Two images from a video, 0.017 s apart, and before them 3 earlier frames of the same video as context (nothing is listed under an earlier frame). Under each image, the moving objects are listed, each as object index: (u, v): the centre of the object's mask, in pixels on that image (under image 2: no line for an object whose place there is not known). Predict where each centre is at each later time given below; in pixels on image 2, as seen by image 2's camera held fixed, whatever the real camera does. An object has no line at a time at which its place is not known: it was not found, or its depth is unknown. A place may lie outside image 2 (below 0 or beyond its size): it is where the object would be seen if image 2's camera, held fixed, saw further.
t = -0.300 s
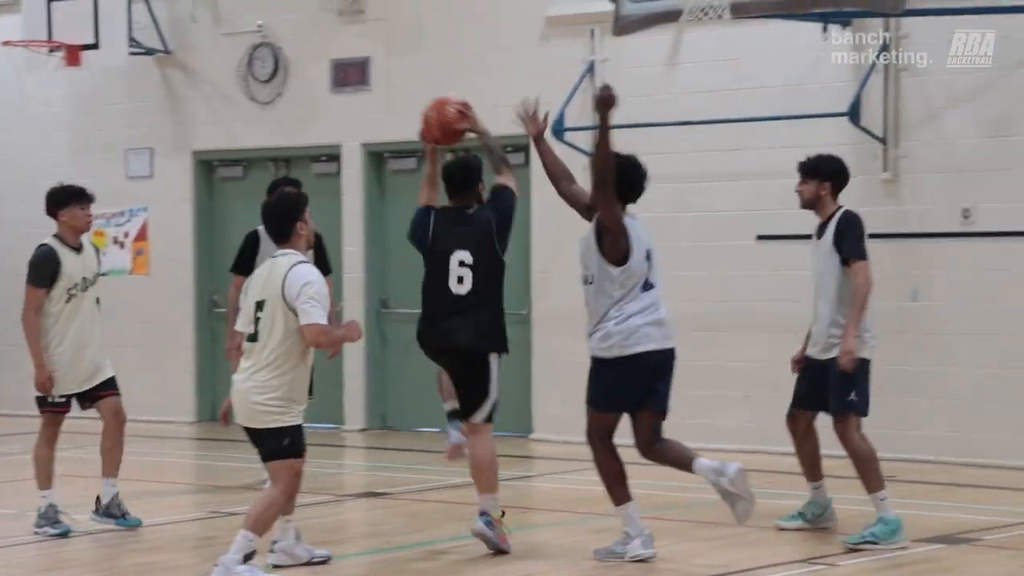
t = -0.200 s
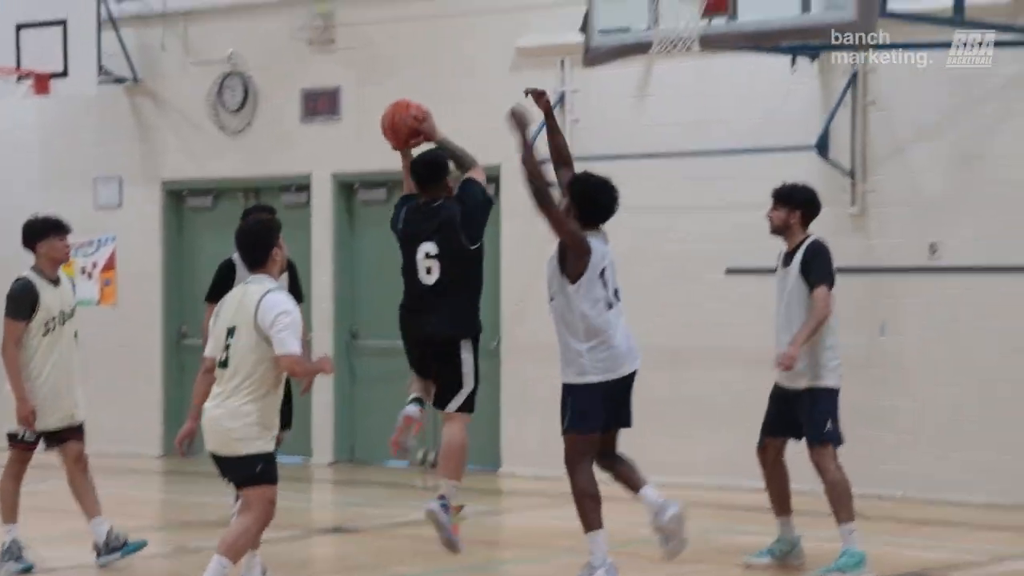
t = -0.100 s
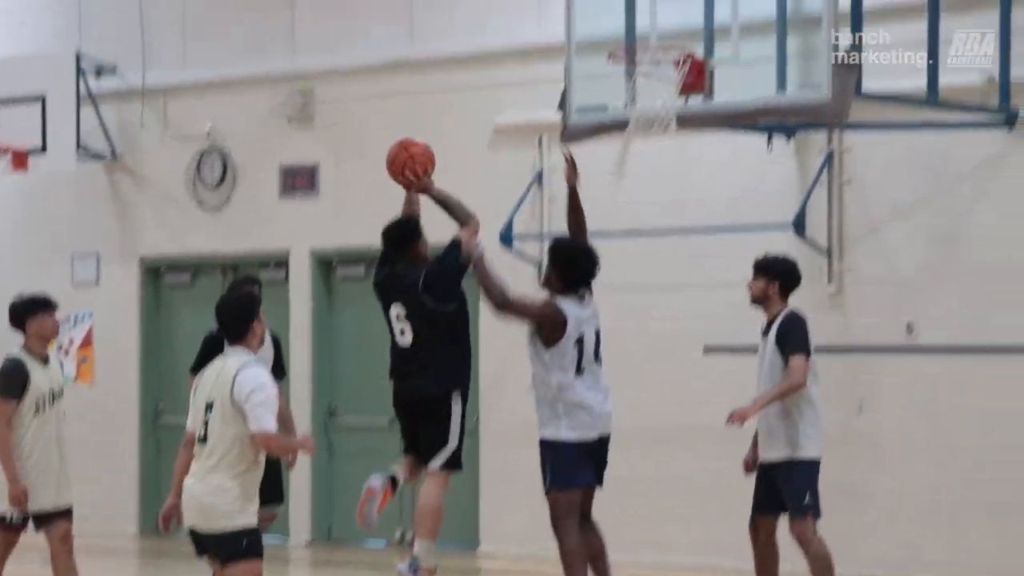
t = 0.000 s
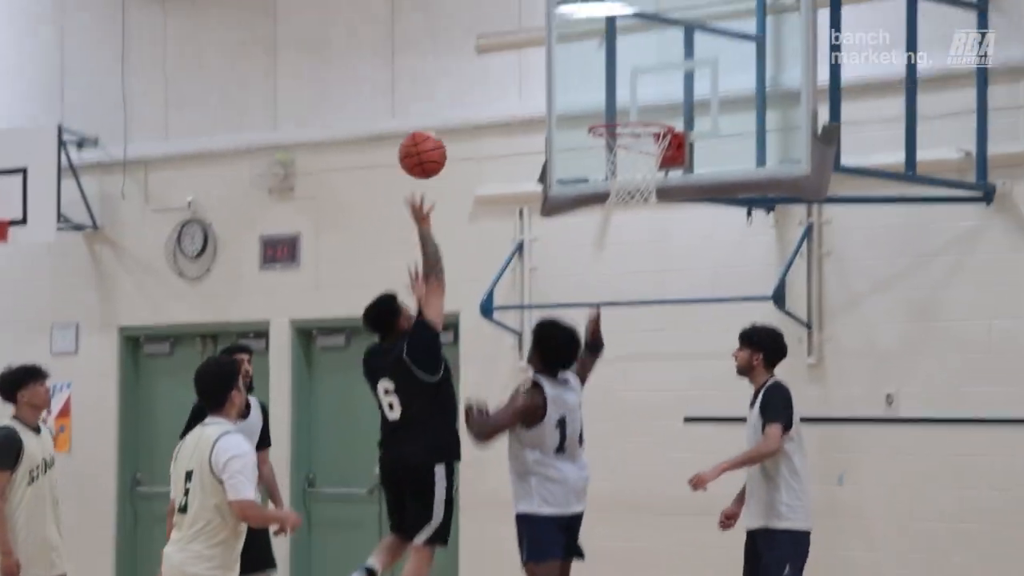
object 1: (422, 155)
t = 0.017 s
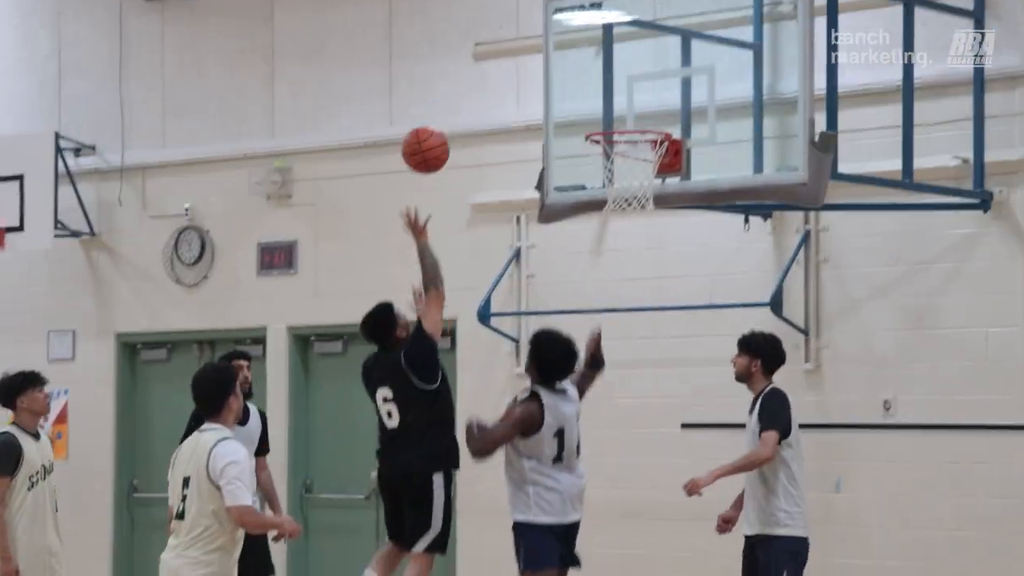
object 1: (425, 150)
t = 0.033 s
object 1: (432, 137)
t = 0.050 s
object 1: (437, 126)
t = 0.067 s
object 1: (444, 116)
